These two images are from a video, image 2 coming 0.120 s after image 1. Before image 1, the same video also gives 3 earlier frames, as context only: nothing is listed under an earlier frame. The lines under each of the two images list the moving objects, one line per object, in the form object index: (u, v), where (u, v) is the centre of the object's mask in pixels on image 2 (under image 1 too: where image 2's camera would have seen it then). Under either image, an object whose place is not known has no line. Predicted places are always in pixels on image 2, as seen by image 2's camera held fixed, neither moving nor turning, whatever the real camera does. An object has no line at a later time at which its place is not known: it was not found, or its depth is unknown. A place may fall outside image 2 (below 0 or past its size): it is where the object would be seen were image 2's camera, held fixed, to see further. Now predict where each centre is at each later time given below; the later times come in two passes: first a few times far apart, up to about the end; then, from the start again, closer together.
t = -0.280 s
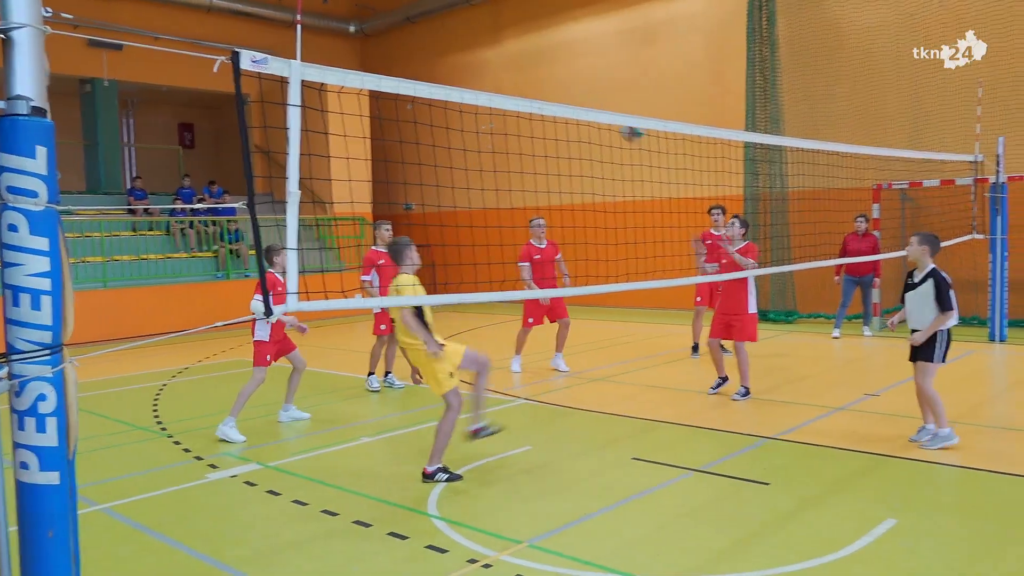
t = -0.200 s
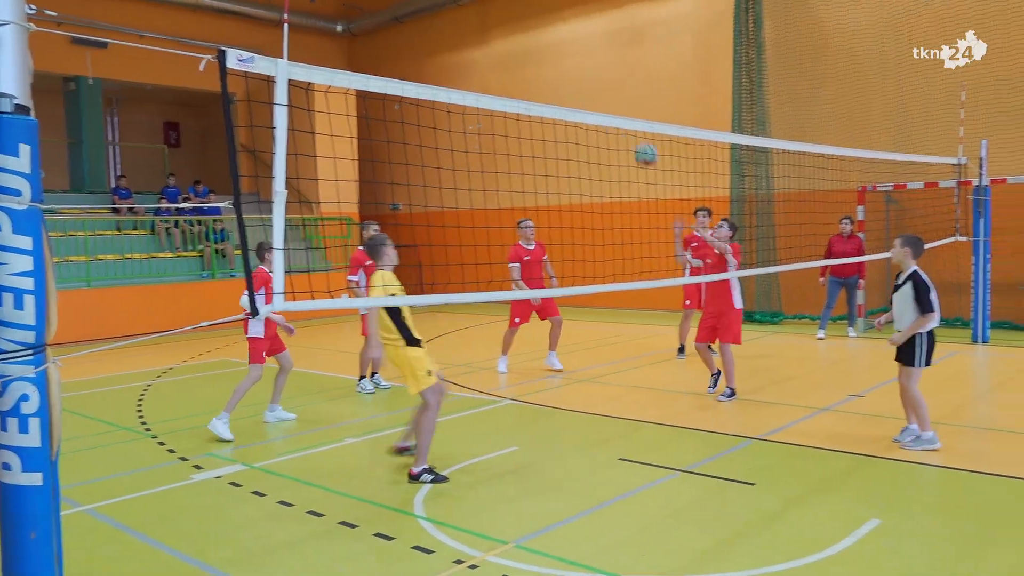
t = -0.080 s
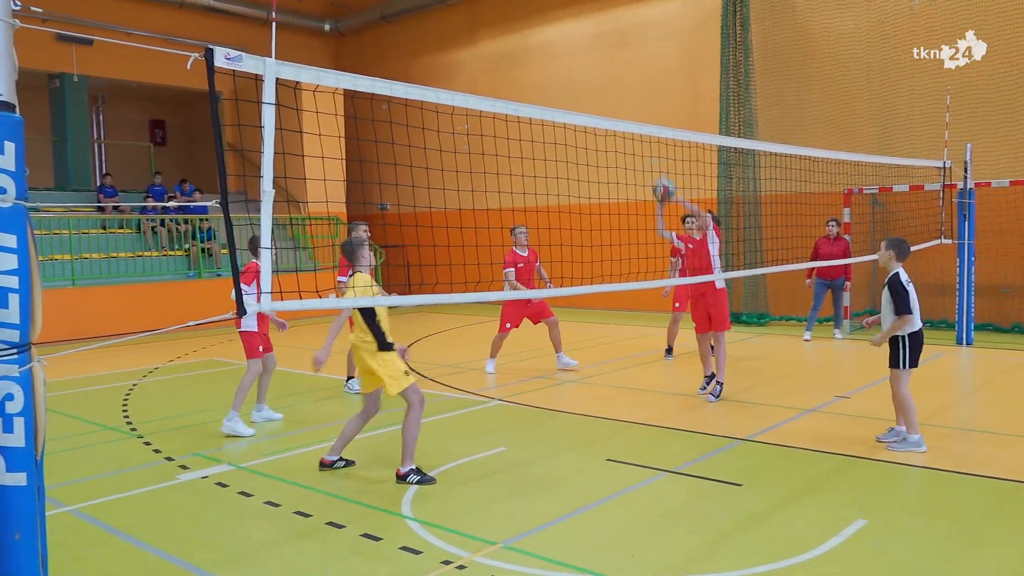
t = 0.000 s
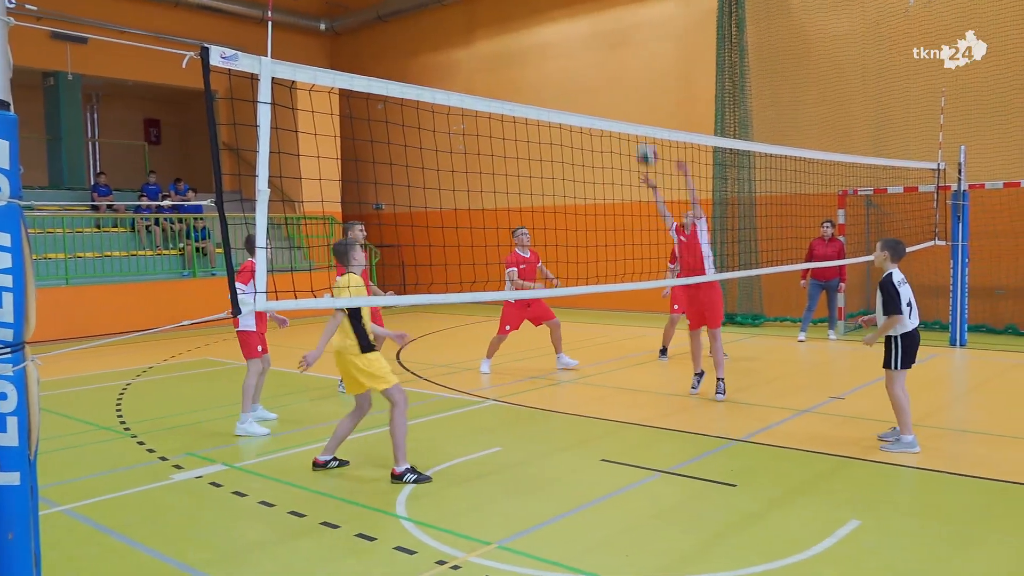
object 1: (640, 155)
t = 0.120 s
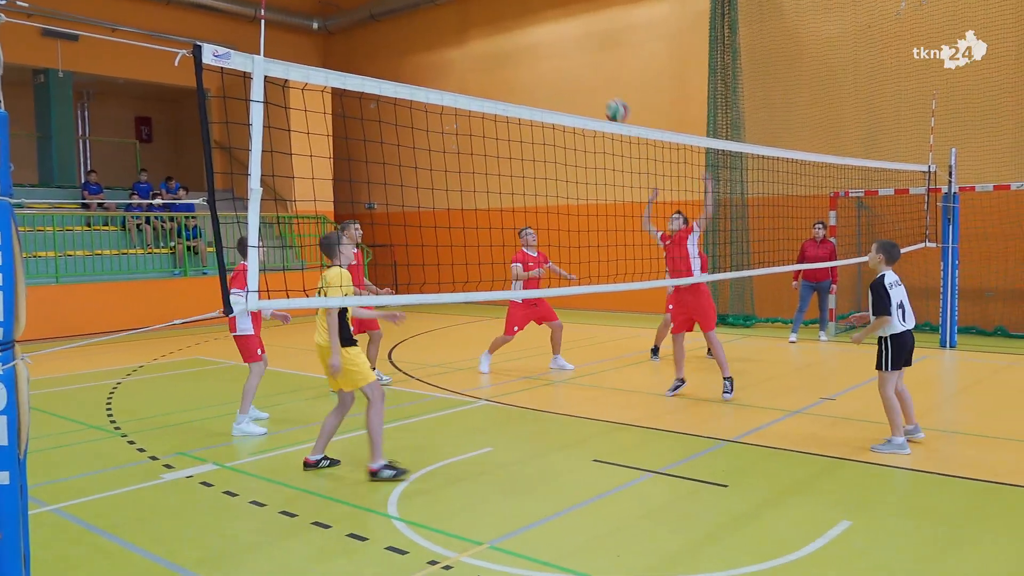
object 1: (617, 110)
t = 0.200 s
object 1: (601, 89)
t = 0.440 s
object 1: (550, 65)
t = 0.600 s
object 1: (512, 88)
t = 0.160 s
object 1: (609, 99)
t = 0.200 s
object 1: (601, 89)
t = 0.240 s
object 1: (593, 80)
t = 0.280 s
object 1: (585, 74)
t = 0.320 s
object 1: (576, 68)
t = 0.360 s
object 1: (567, 66)
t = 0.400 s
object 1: (559, 65)
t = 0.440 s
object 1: (550, 65)
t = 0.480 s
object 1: (541, 68)
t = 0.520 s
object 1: (532, 73)
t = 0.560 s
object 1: (523, 79)
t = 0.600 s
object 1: (512, 88)
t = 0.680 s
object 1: (492, 120)
